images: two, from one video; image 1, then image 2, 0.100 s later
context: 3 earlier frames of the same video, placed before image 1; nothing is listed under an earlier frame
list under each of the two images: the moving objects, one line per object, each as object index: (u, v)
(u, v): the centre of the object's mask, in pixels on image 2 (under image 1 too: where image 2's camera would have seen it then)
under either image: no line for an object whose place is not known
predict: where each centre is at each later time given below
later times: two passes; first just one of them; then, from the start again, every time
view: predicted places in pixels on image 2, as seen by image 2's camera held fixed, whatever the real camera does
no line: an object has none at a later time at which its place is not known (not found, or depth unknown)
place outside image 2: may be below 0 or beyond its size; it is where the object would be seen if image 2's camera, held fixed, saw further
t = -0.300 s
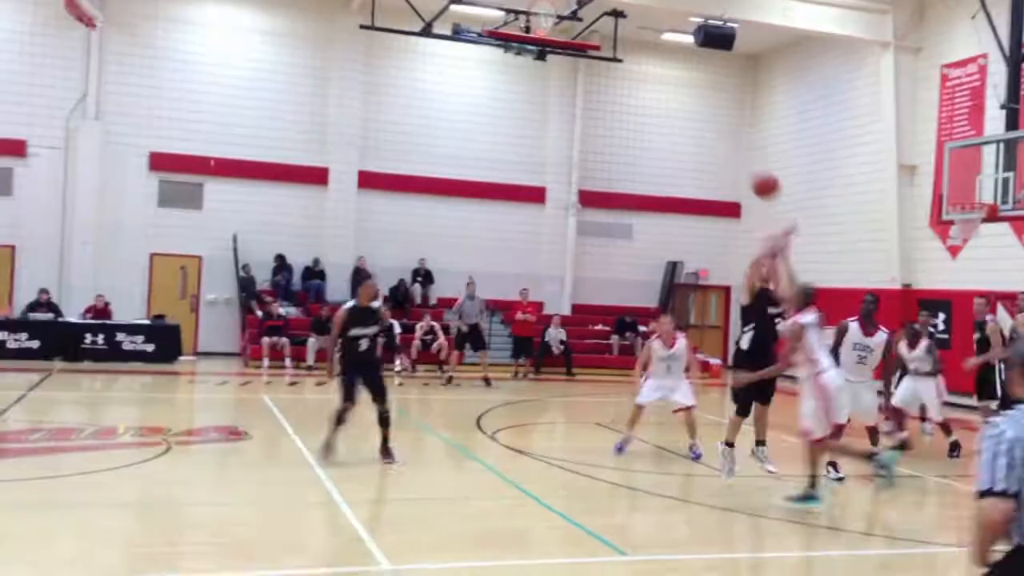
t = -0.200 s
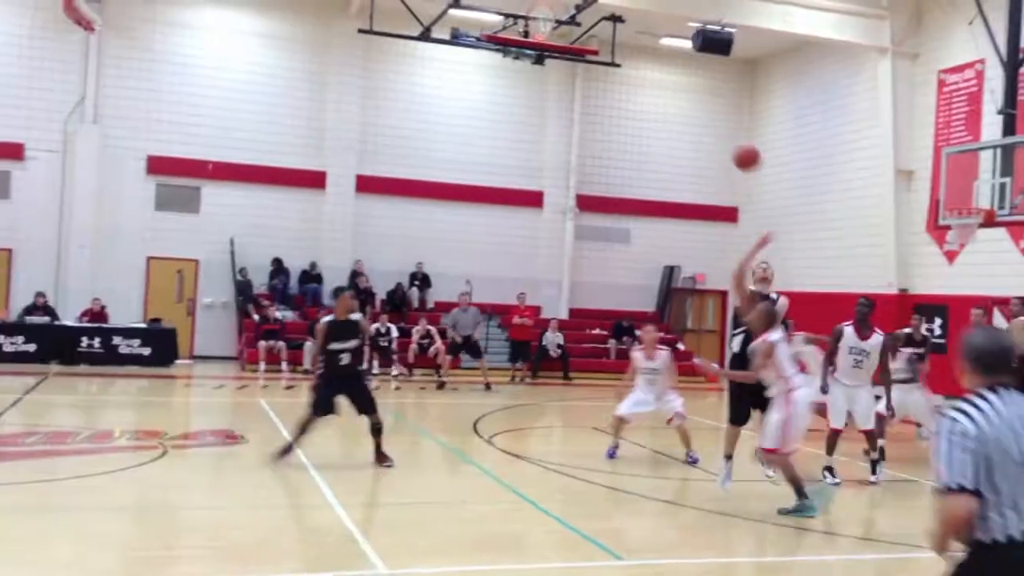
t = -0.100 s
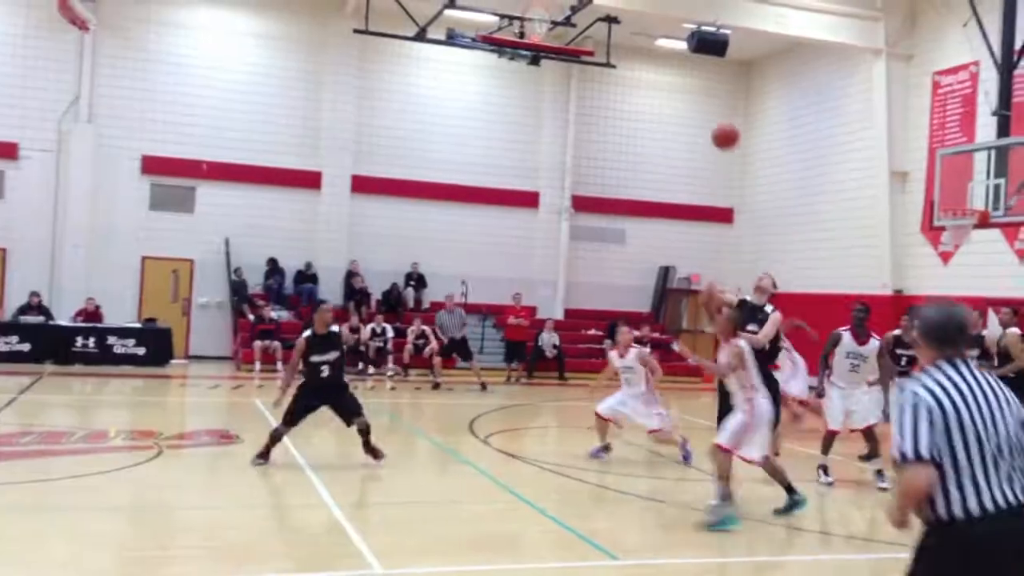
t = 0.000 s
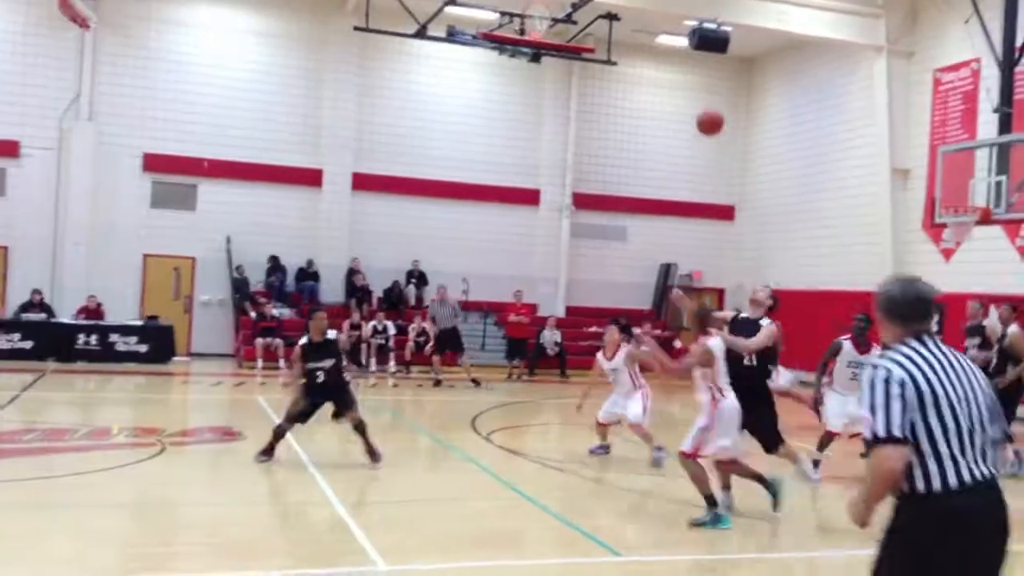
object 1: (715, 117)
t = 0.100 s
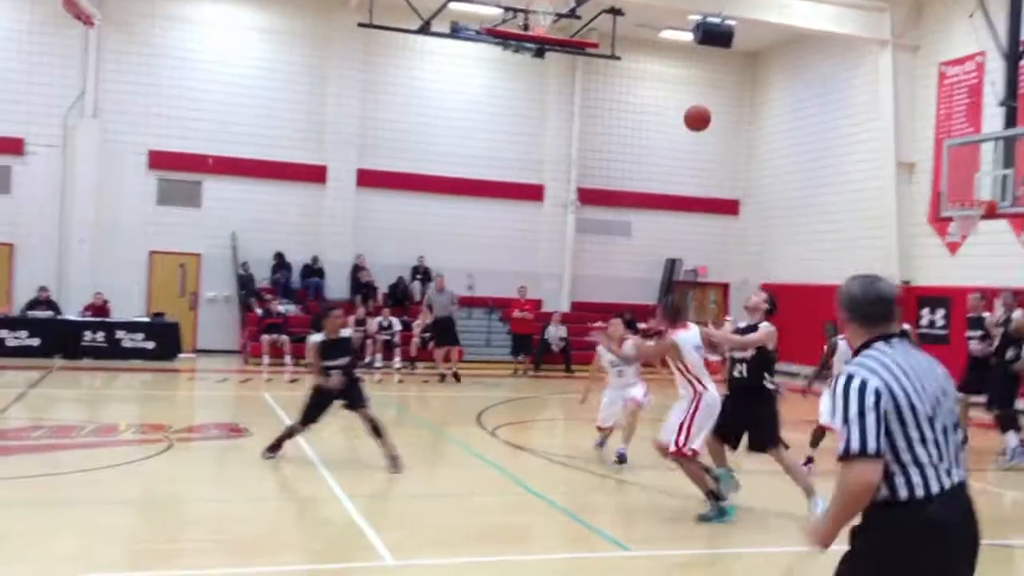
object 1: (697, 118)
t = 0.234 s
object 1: (673, 135)
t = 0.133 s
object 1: (691, 120)
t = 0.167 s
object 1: (685, 124)
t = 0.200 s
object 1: (680, 128)
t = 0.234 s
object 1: (673, 135)
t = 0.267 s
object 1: (667, 142)
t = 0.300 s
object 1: (661, 150)
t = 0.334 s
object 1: (655, 159)
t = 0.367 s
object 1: (649, 170)
